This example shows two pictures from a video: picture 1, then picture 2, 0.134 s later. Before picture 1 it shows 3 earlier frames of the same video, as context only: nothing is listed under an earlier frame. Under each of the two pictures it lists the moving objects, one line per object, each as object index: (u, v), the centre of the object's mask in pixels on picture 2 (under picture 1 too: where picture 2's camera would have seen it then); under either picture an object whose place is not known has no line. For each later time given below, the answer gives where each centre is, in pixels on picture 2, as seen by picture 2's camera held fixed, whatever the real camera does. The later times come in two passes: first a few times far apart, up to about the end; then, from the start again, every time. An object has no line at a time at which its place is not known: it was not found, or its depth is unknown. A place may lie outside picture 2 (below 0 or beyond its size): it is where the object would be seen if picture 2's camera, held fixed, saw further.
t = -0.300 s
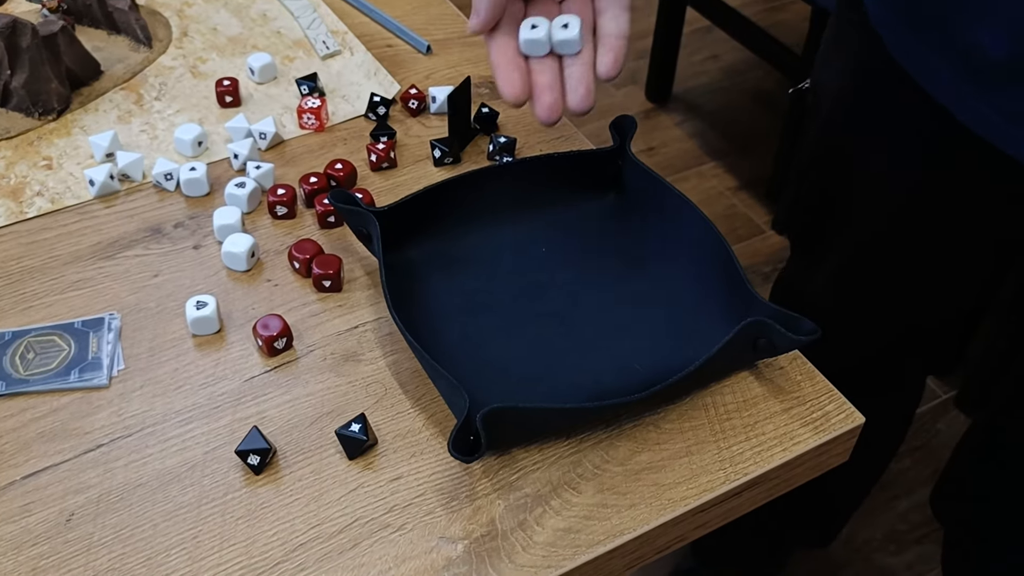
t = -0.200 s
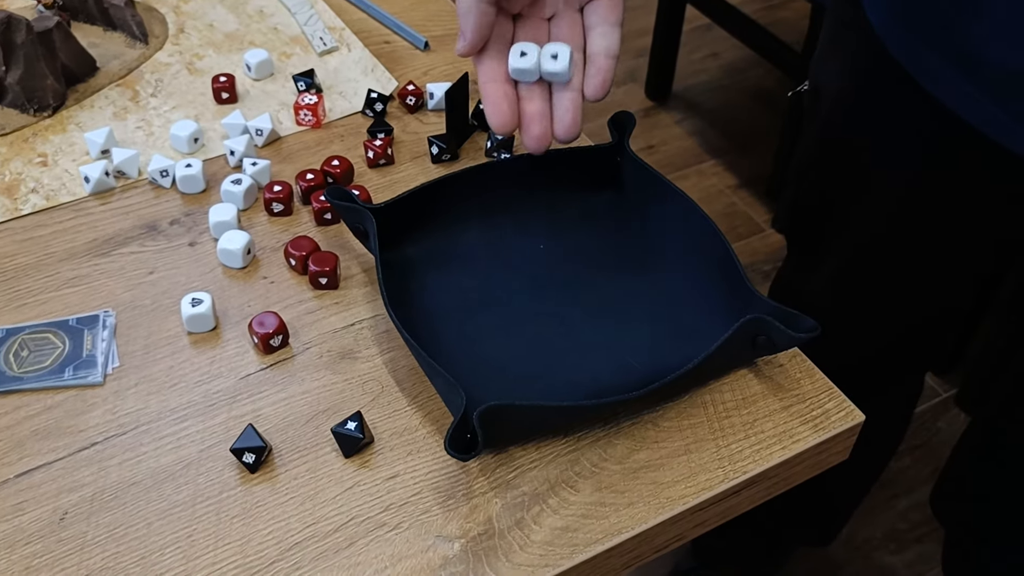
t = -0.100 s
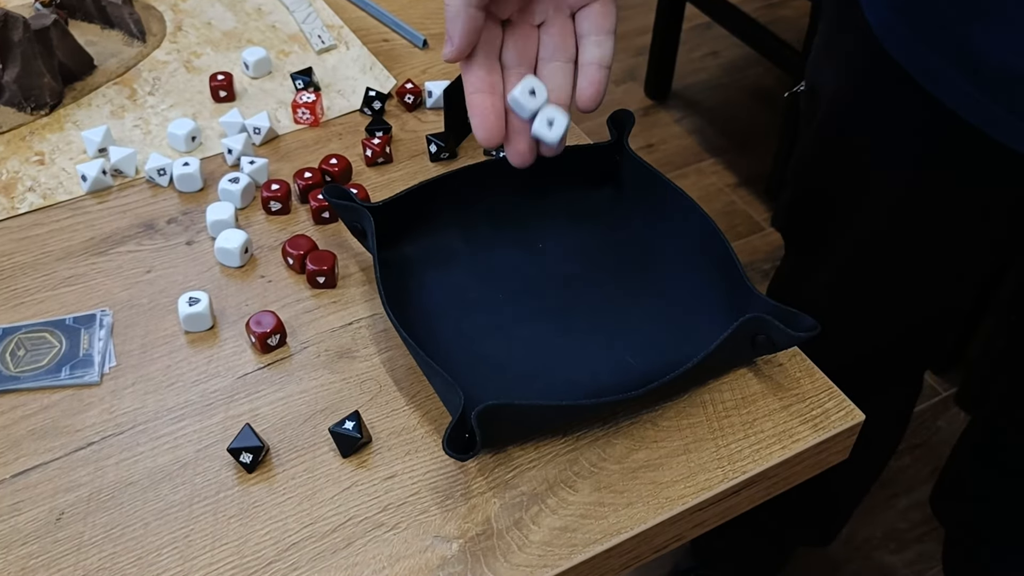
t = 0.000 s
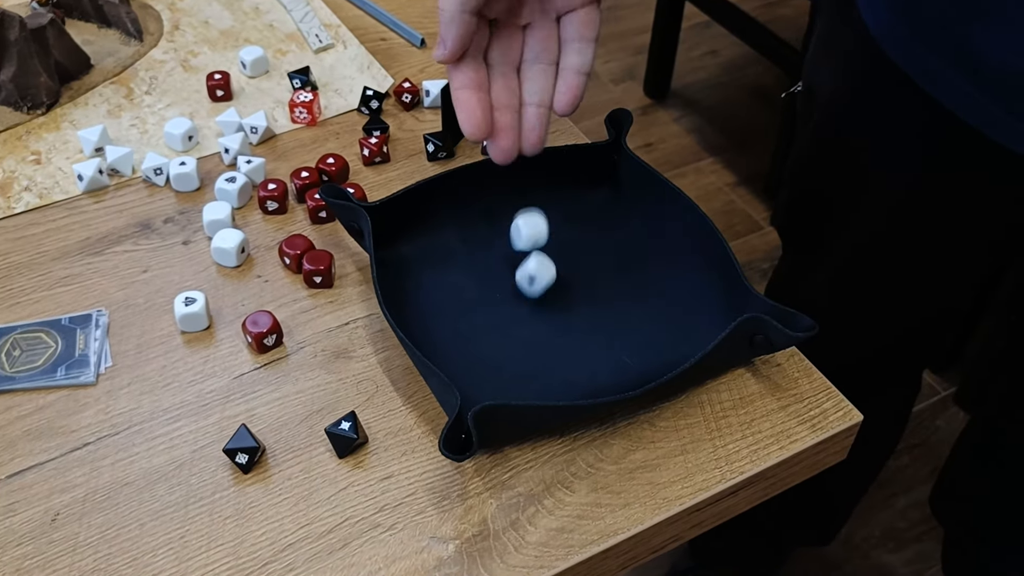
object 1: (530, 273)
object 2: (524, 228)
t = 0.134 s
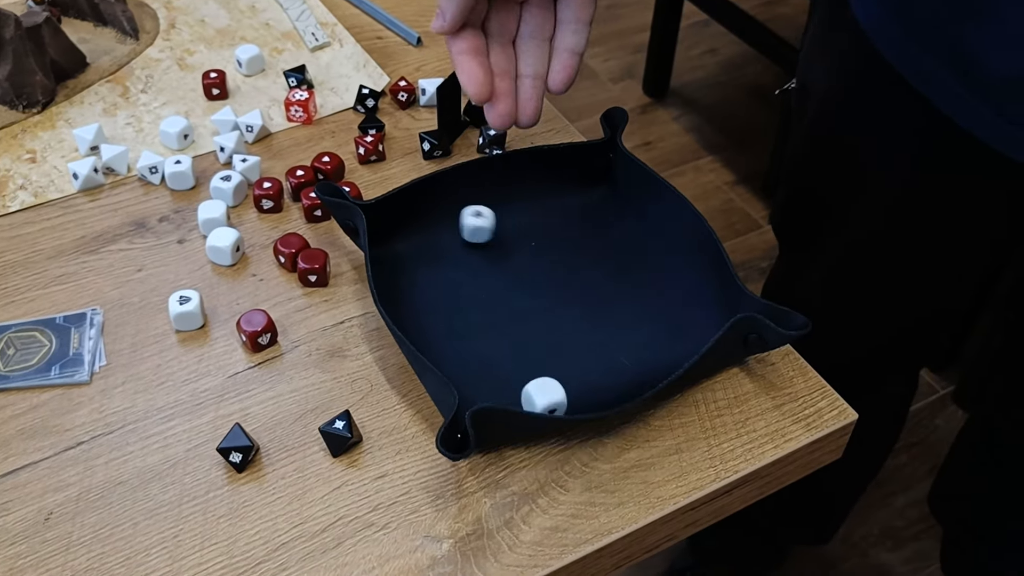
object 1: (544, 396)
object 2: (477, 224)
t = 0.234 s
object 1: (531, 390)
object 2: (442, 237)
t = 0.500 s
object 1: (454, 337)
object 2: (409, 274)
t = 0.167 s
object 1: (541, 391)
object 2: (461, 219)
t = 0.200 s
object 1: (537, 386)
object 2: (448, 226)
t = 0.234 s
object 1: (531, 390)
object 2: (442, 237)
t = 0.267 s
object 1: (518, 381)
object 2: (438, 250)
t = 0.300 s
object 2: (430, 256)
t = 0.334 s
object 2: (424, 260)
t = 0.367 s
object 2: (416, 263)
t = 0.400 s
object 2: (408, 267)
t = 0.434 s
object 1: (449, 346)
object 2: (403, 271)
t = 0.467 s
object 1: (450, 342)
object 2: (407, 273)
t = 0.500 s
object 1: (454, 337)
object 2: (409, 274)
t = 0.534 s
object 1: (458, 334)
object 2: (411, 273)
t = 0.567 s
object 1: (459, 333)
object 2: (411, 273)
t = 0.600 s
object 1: (459, 333)
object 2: (411, 273)
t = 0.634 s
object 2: (411, 273)
